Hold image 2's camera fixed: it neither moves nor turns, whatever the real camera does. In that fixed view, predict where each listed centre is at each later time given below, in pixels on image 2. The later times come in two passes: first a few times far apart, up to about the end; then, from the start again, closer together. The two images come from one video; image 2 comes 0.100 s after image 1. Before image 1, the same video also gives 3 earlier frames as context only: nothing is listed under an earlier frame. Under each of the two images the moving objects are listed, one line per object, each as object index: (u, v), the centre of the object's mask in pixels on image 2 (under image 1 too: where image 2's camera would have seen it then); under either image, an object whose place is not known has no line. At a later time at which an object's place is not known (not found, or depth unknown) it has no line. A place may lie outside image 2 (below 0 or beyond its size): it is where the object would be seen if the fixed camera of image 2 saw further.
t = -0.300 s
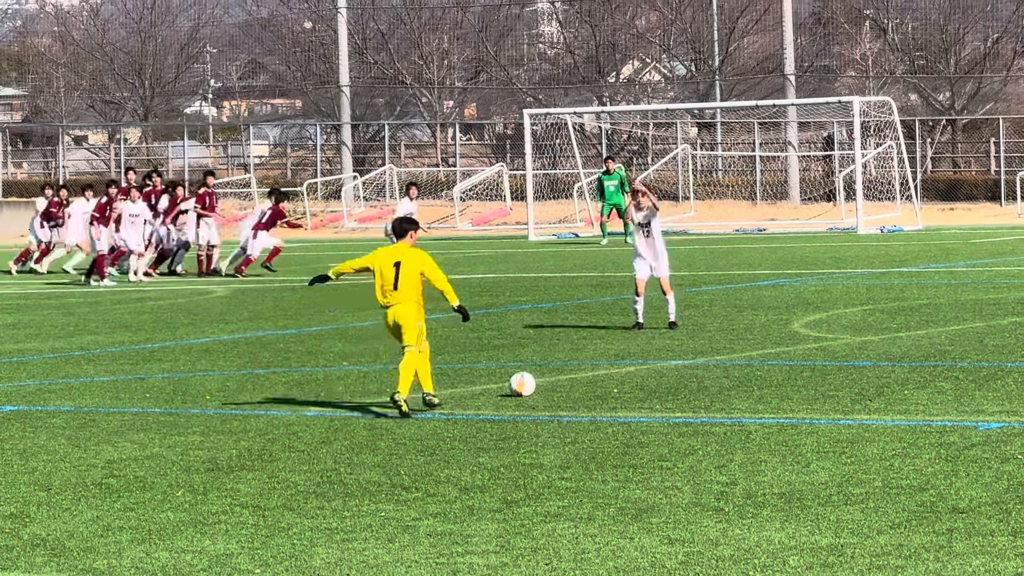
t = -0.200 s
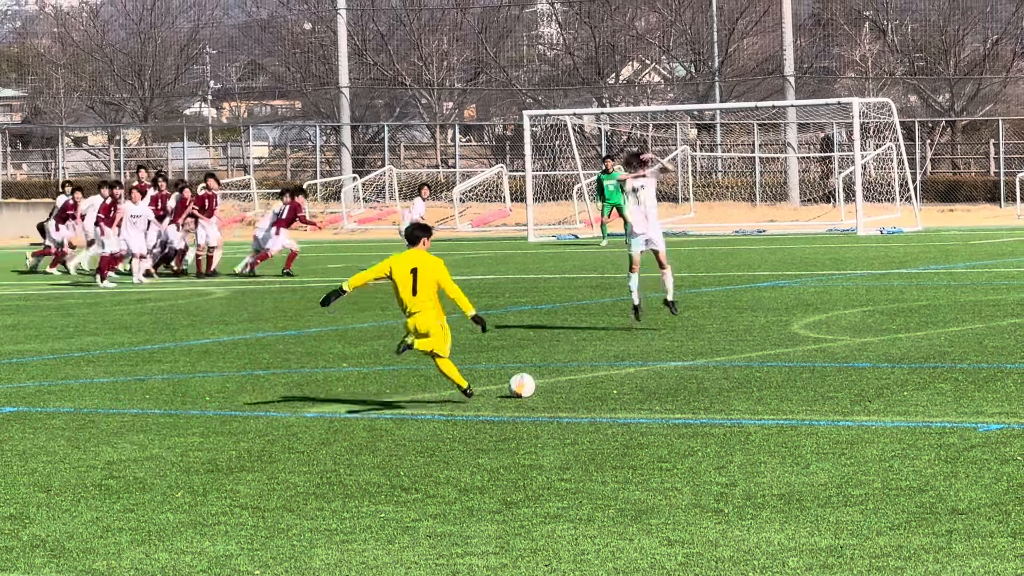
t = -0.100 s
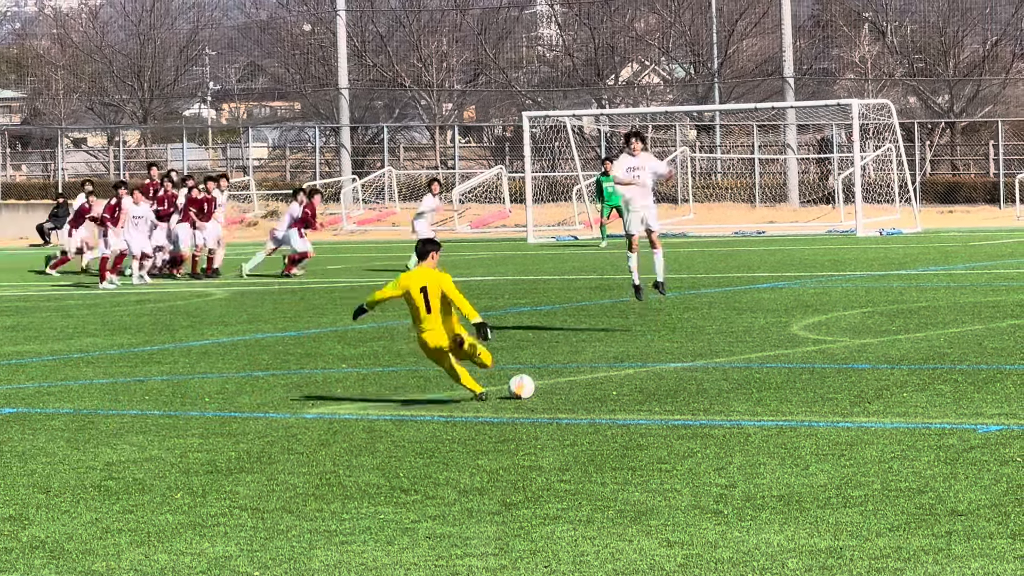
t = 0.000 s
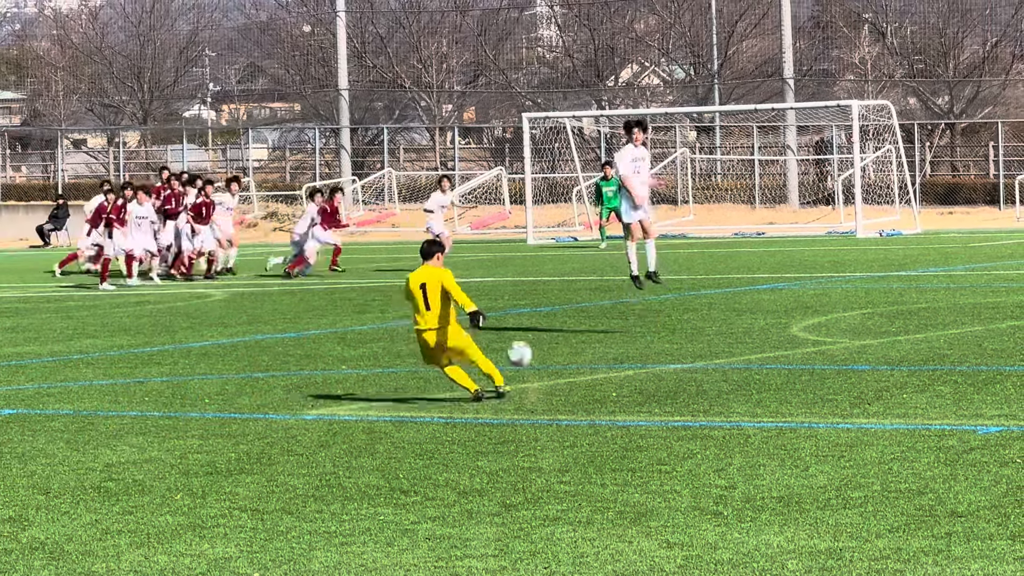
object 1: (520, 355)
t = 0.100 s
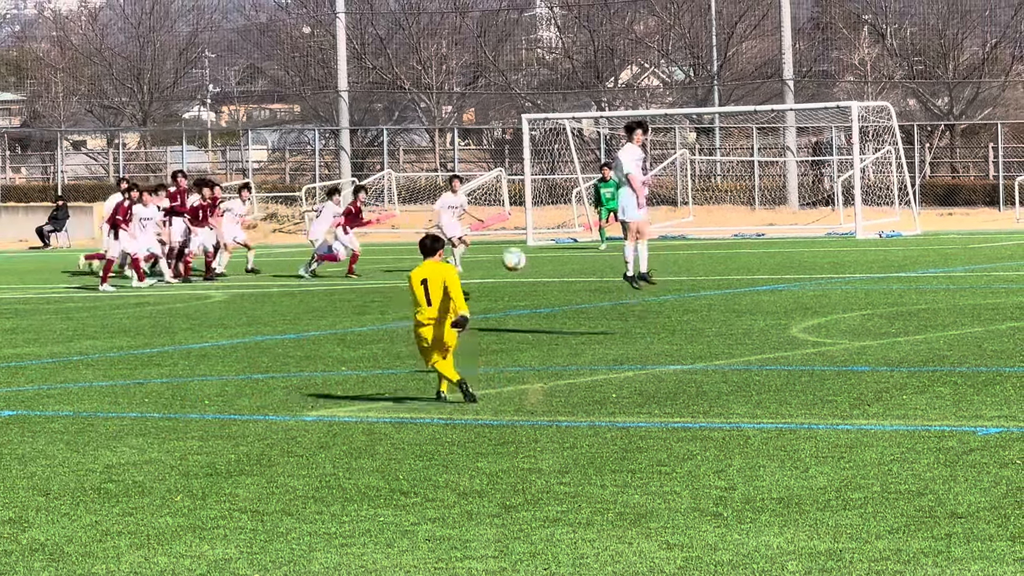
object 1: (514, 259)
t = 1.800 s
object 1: (486, -24)
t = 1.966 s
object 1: (485, 16)
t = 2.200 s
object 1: (483, 84)
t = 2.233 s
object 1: (482, 95)
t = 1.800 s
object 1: (486, -24)
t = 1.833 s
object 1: (487, -17)
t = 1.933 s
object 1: (485, 8)
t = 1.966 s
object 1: (485, 16)
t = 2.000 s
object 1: (485, 25)
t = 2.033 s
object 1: (484, 35)
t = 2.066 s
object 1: (485, 44)
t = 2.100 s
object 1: (484, 54)
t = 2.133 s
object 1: (484, 64)
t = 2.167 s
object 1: (483, 74)
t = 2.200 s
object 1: (483, 84)
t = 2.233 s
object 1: (482, 95)
